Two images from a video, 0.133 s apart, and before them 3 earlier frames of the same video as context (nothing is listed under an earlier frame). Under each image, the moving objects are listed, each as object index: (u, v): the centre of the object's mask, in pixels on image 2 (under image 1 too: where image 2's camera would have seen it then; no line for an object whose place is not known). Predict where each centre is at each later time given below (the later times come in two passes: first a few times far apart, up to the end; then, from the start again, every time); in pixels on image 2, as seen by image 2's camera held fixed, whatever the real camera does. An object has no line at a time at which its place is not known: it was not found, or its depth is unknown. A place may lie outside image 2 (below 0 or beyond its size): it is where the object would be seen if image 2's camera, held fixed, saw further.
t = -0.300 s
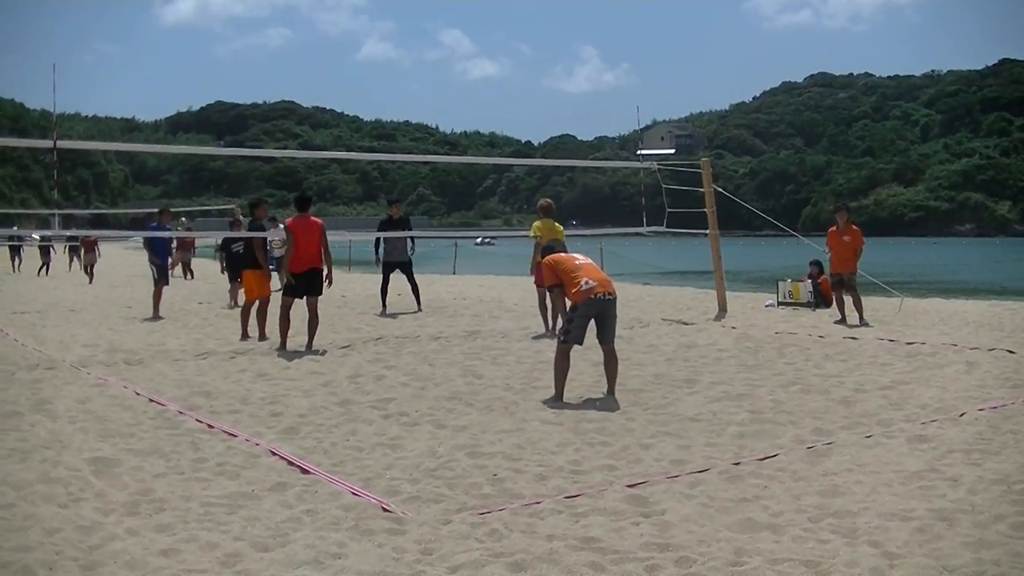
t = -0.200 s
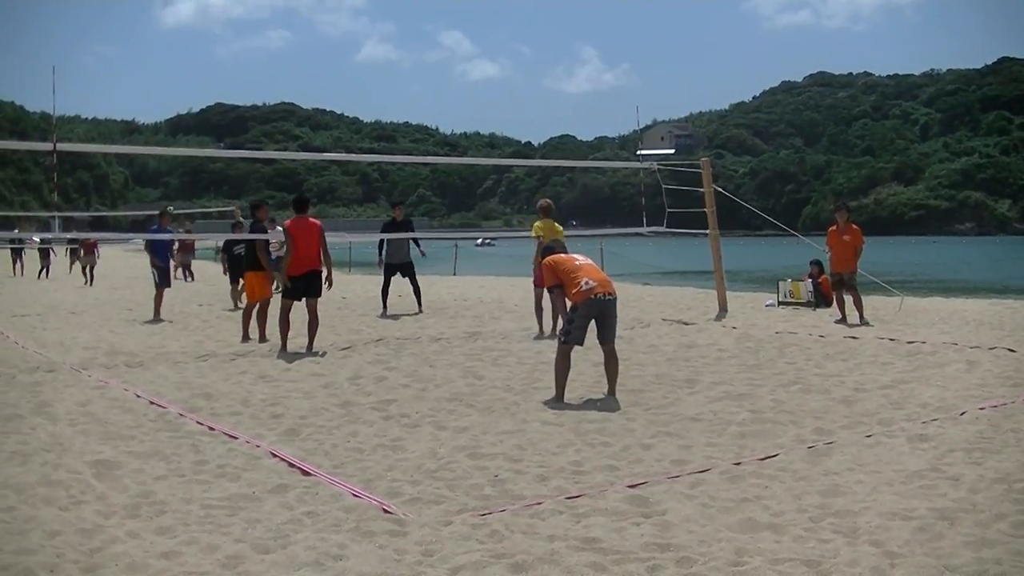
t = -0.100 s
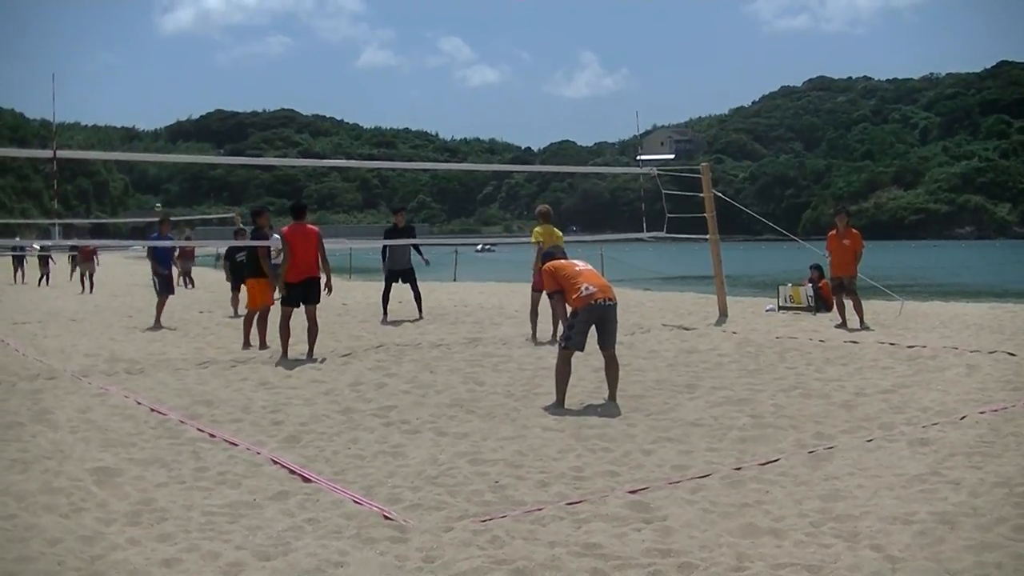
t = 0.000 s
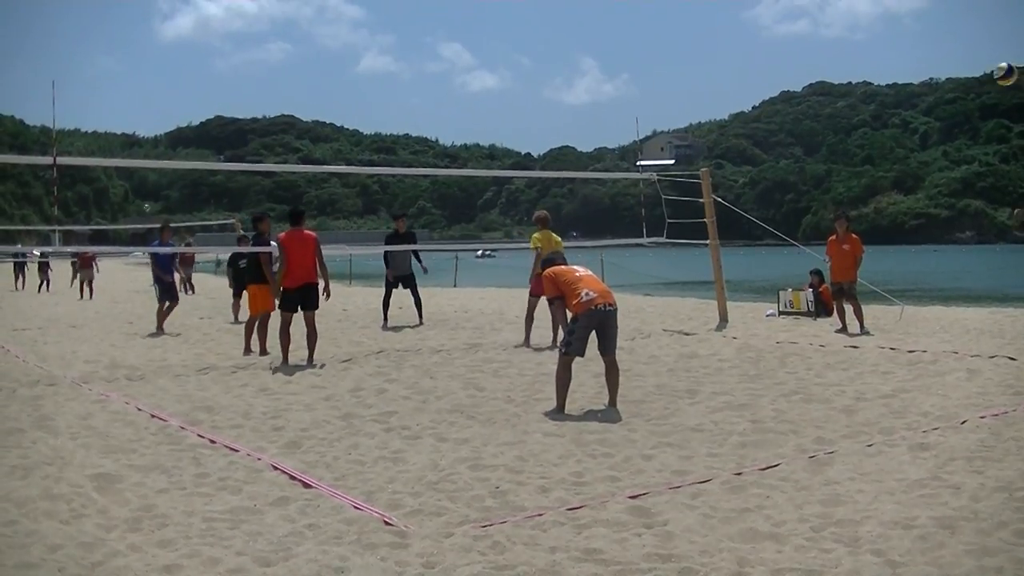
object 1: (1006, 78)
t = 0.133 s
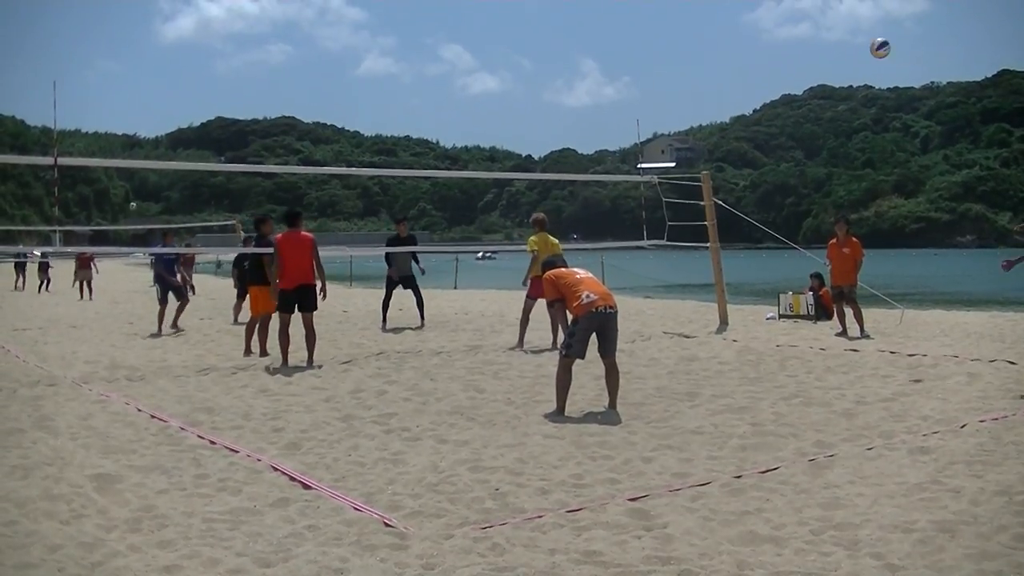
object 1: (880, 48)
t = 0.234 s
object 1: (802, 40)
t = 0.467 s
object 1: (660, 50)
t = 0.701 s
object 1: (559, 96)
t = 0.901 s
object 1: (494, 152)
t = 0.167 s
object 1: (853, 44)
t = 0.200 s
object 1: (826, 42)
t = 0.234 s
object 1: (802, 40)
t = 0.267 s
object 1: (778, 39)
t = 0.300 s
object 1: (756, 39)
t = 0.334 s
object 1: (735, 40)
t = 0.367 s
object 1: (715, 41)
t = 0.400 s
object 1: (696, 43)
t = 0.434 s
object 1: (677, 46)
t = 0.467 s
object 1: (660, 50)
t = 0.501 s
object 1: (644, 55)
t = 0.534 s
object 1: (627, 61)
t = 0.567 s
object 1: (612, 66)
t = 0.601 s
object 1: (598, 73)
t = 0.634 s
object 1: (585, 80)
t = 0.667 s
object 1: (572, 88)
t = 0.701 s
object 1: (559, 96)
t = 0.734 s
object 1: (547, 104)
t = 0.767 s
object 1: (536, 113)
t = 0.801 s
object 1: (525, 122)
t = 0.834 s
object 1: (514, 132)
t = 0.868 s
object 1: (504, 142)
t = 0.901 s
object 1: (494, 152)
